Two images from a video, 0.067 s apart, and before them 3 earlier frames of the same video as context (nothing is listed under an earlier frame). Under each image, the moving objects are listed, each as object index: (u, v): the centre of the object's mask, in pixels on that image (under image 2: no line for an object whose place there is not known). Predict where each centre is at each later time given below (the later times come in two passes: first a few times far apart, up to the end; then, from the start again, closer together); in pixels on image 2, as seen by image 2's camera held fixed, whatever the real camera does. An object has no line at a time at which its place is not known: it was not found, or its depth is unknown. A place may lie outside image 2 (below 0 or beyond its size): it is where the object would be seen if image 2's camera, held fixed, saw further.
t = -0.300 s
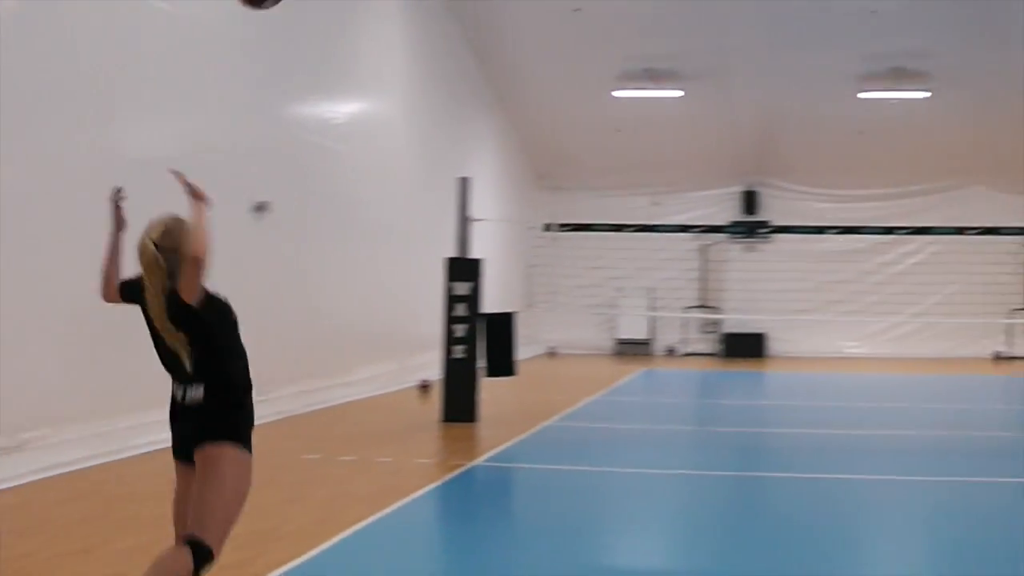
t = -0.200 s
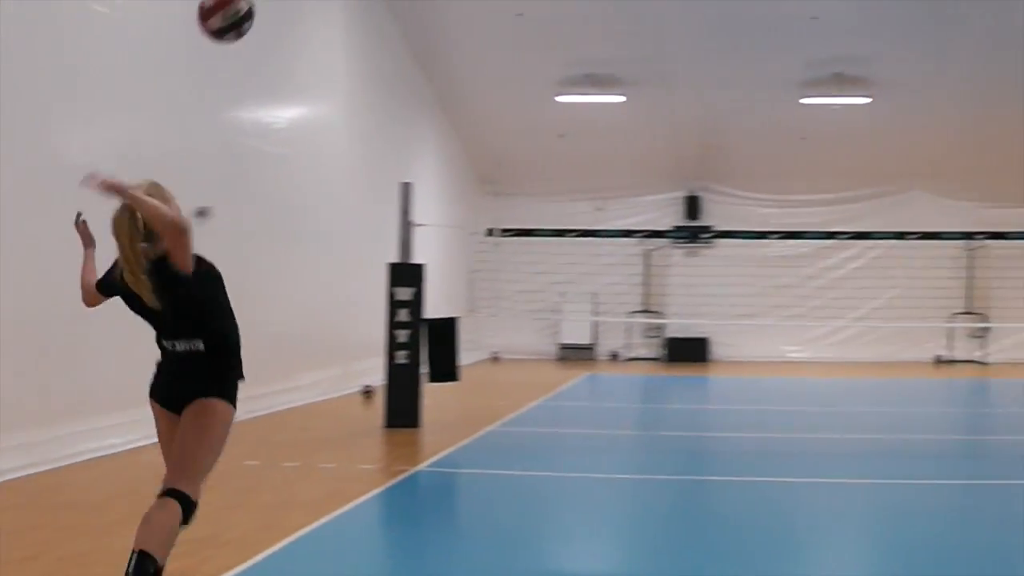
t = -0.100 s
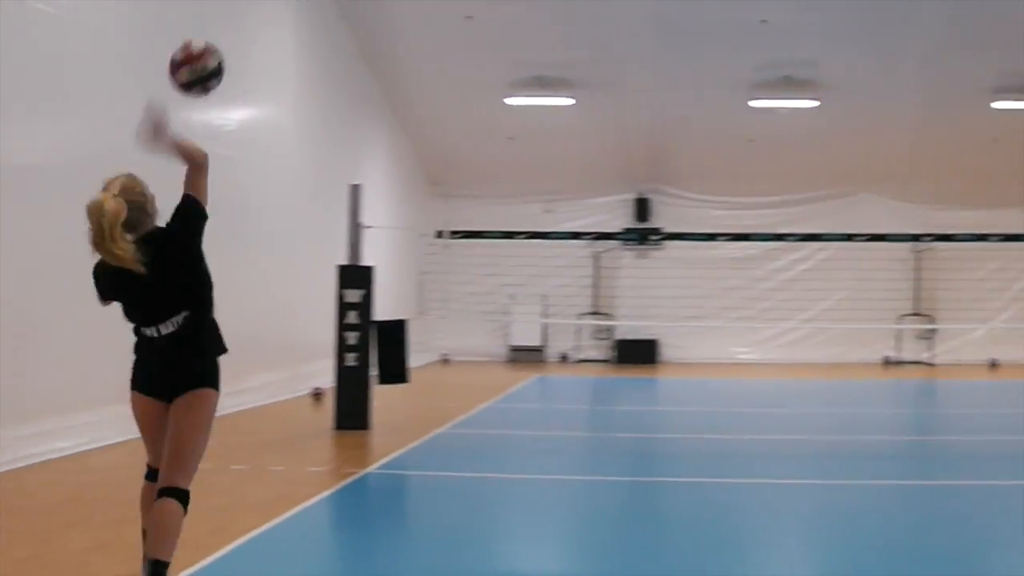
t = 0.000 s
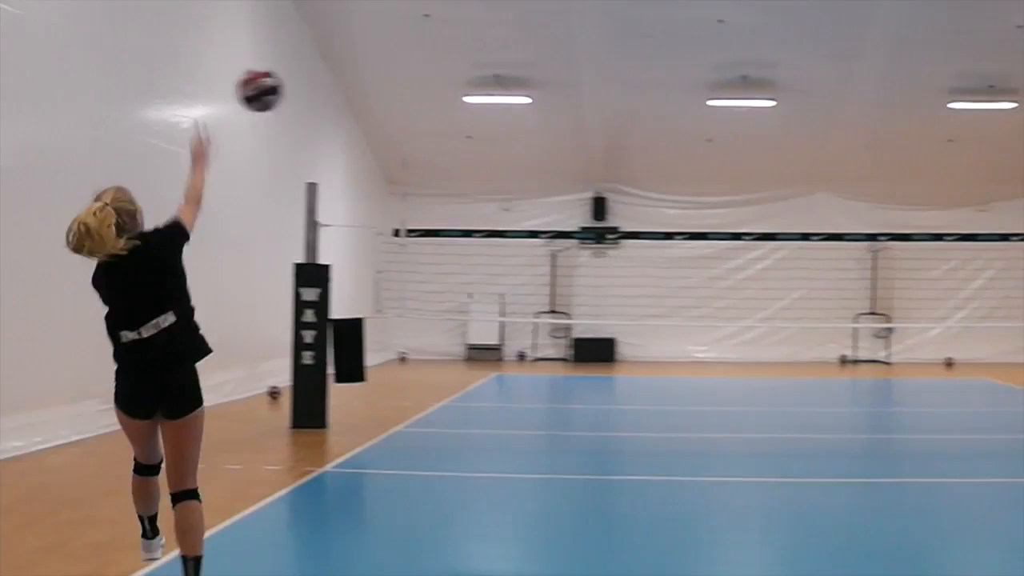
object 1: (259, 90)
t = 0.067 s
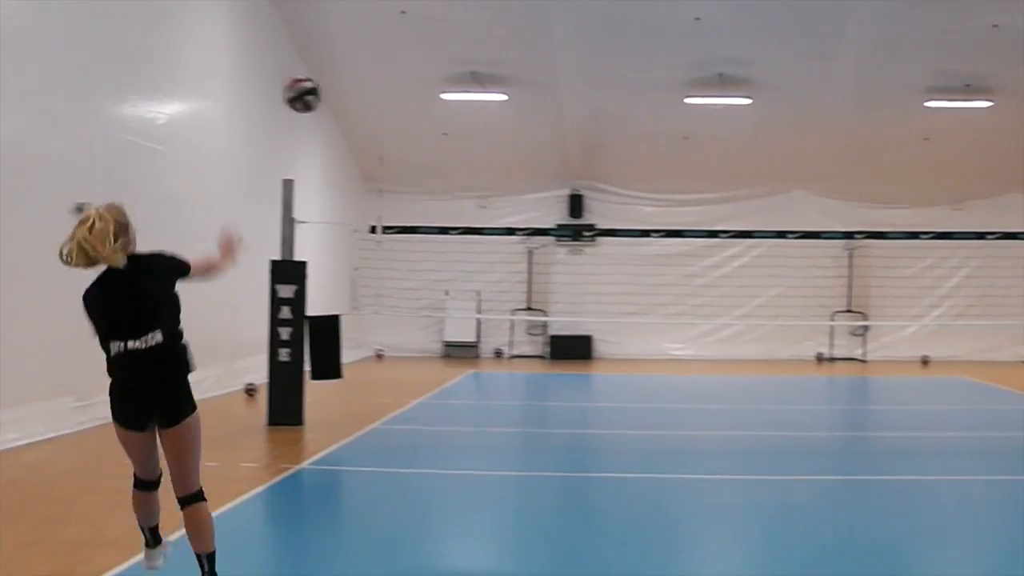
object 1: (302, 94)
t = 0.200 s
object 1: (389, 121)
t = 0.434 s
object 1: (471, 191)
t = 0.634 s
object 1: (514, 263)
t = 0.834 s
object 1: (540, 345)
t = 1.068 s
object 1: (555, 328)
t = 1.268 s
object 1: (565, 287)
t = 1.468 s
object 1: (573, 275)
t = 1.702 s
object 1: (580, 289)
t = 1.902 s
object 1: (585, 322)
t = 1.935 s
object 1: (585, 327)
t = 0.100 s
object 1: (328, 100)
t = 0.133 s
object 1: (352, 106)
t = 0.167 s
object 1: (371, 113)
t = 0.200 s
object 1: (389, 121)
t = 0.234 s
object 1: (405, 129)
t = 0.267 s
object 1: (419, 139)
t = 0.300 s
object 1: (431, 148)
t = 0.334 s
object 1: (442, 158)
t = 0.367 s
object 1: (452, 169)
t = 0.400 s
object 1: (462, 179)
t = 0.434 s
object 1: (471, 191)
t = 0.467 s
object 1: (479, 202)
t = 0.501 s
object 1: (487, 213)
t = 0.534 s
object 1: (494, 223)
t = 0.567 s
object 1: (502, 240)
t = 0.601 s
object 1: (508, 250)
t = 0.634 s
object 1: (514, 263)
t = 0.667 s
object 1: (520, 276)
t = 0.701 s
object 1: (525, 289)
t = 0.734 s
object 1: (530, 303)
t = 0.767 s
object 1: (533, 322)
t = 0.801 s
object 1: (535, 330)
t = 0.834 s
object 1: (540, 345)
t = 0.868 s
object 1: (545, 357)
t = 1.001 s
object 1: (553, 349)
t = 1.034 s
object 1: (555, 337)
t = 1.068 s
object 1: (555, 328)
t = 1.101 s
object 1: (557, 320)
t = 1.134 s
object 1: (559, 310)
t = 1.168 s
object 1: (561, 303)
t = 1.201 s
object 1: (562, 297)
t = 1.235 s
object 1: (564, 292)
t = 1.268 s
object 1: (565, 287)
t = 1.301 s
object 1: (566, 283)
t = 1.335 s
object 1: (568, 280)
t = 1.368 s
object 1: (569, 278)
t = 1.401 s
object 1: (570, 276)
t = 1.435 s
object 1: (572, 275)
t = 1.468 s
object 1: (573, 275)
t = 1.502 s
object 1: (574, 274)
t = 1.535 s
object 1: (575, 275)
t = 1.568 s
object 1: (576, 277)
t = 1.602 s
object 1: (577, 279)
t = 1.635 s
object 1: (578, 282)
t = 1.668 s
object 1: (579, 285)
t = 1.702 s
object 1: (580, 289)
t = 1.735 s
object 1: (580, 293)
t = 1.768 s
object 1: (581, 297)
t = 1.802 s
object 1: (582, 302)
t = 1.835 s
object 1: (583, 308)
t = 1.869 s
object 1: (583, 313)
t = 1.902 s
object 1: (585, 322)
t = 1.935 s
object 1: (585, 327)
